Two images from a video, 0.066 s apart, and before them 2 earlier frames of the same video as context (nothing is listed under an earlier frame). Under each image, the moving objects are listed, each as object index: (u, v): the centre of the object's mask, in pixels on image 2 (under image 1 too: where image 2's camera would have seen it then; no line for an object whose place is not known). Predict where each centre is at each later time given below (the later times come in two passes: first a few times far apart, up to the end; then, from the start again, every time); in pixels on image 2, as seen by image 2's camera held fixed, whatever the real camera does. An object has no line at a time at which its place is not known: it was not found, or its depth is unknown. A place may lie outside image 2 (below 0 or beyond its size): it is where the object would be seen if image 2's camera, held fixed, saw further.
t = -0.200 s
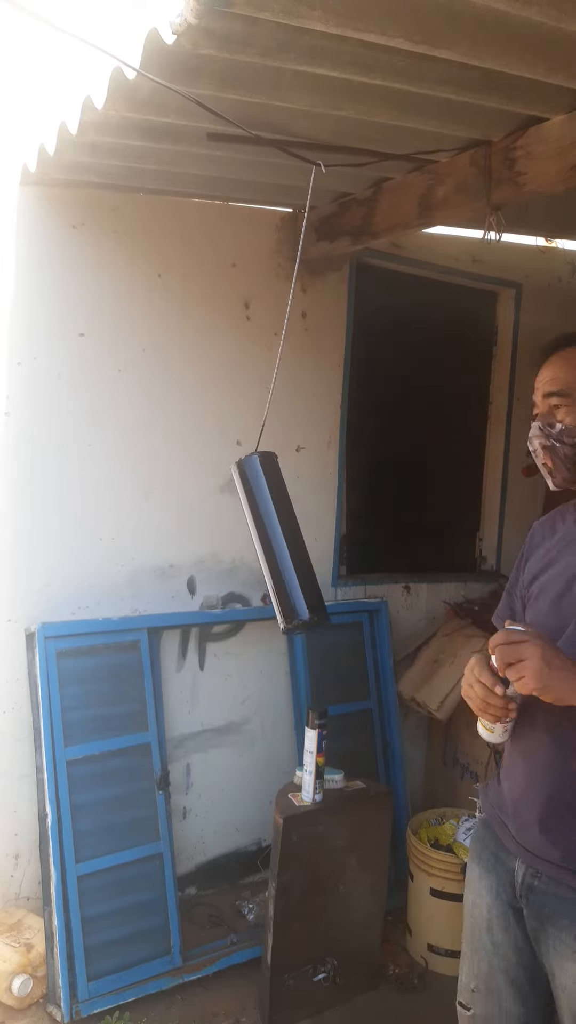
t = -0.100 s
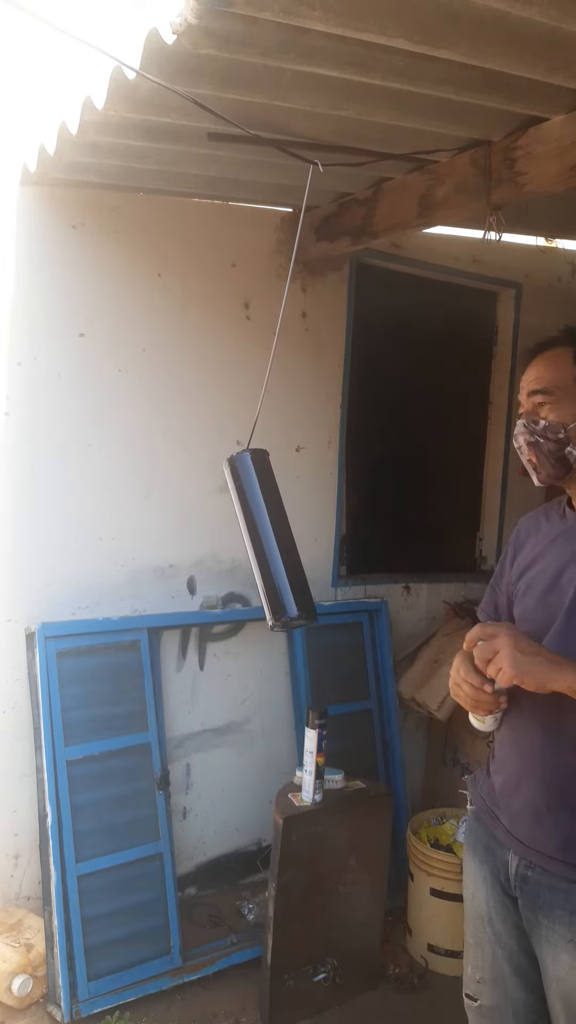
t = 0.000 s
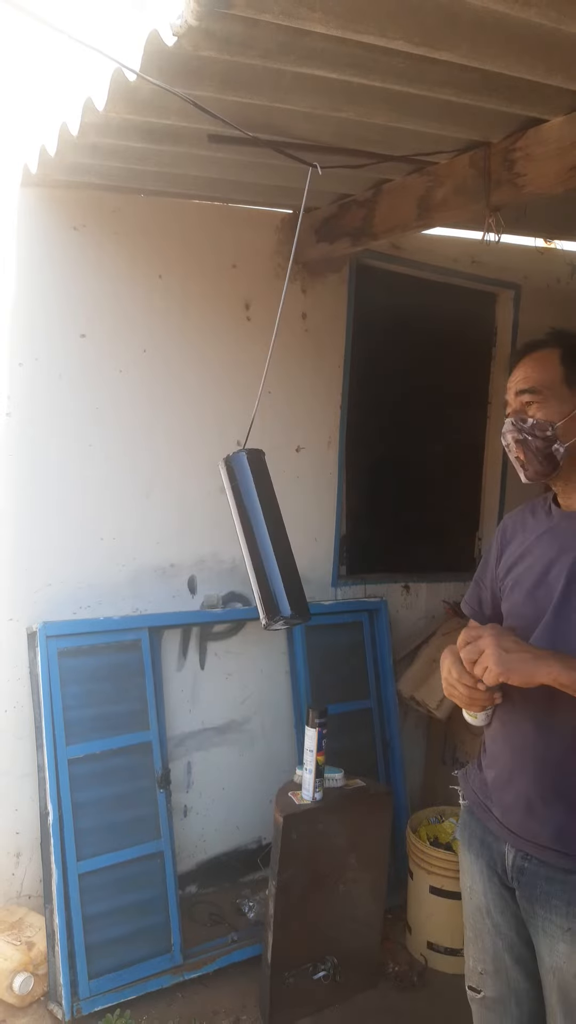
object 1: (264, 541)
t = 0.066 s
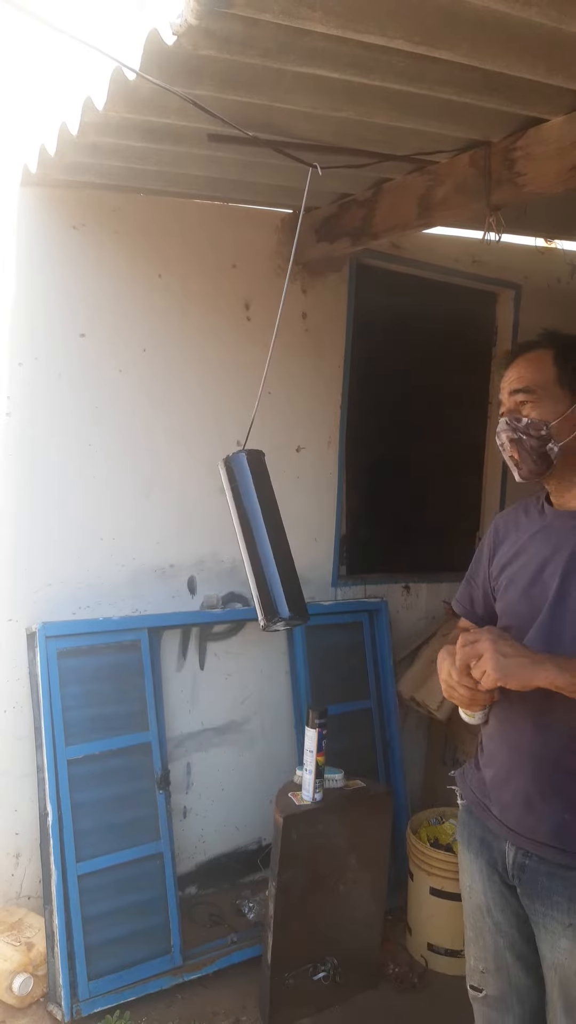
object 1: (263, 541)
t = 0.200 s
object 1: (268, 542)
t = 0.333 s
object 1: (282, 544)
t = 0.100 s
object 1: (263, 541)
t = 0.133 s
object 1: (264, 540)
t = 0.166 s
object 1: (266, 542)
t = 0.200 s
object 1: (268, 542)
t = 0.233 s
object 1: (271, 543)
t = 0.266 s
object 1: (274, 543)
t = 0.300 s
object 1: (278, 544)
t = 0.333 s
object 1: (282, 544)
